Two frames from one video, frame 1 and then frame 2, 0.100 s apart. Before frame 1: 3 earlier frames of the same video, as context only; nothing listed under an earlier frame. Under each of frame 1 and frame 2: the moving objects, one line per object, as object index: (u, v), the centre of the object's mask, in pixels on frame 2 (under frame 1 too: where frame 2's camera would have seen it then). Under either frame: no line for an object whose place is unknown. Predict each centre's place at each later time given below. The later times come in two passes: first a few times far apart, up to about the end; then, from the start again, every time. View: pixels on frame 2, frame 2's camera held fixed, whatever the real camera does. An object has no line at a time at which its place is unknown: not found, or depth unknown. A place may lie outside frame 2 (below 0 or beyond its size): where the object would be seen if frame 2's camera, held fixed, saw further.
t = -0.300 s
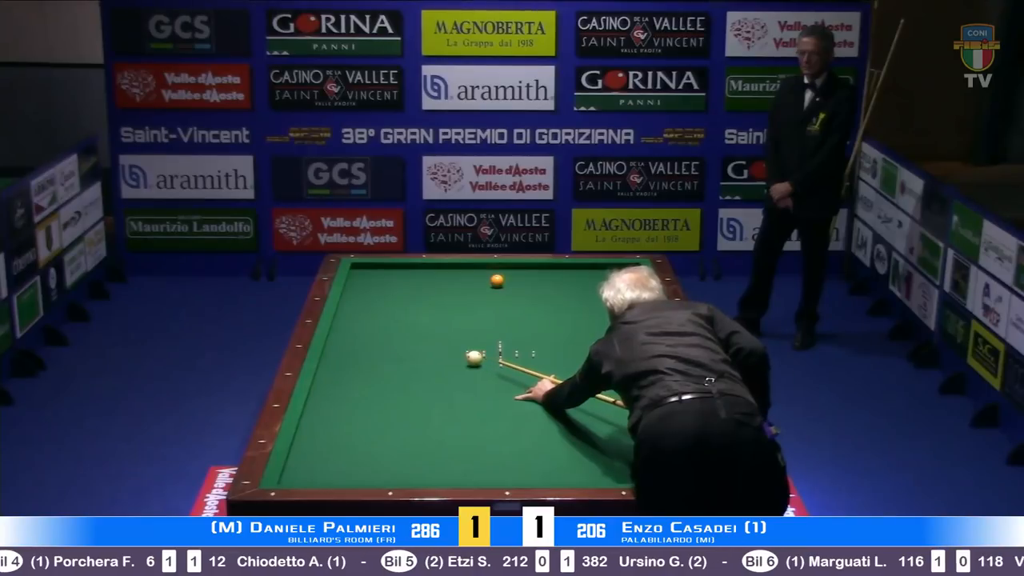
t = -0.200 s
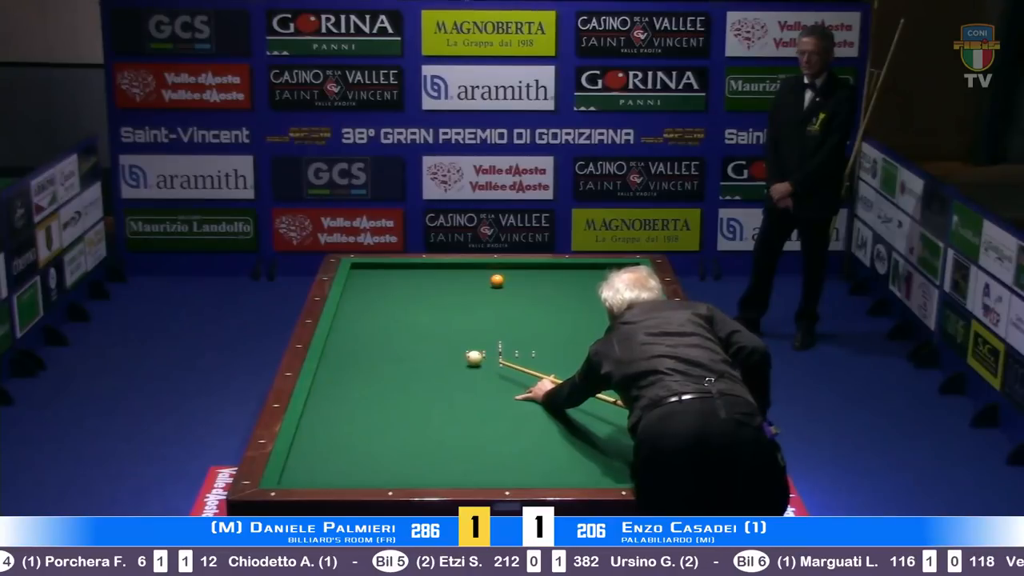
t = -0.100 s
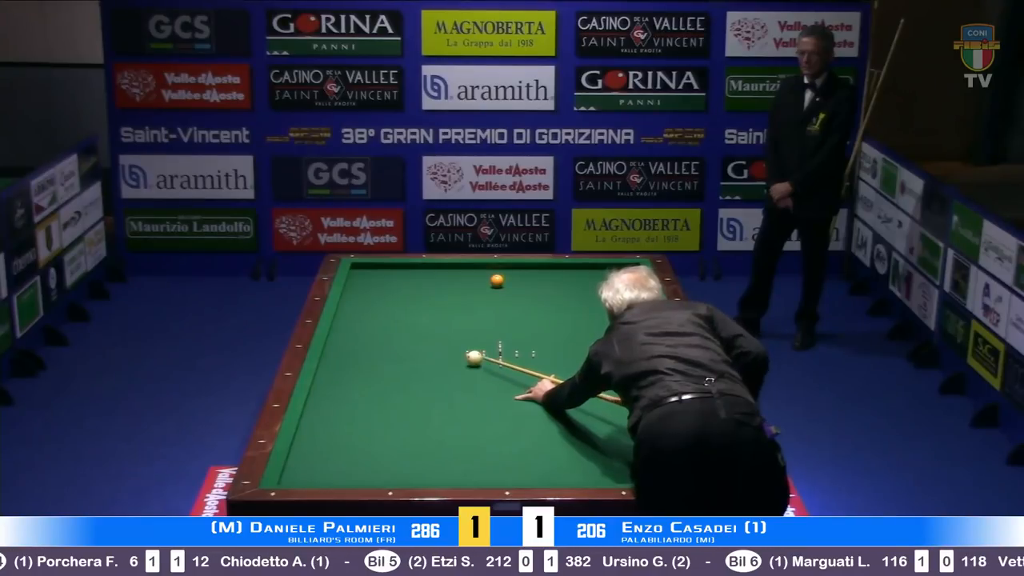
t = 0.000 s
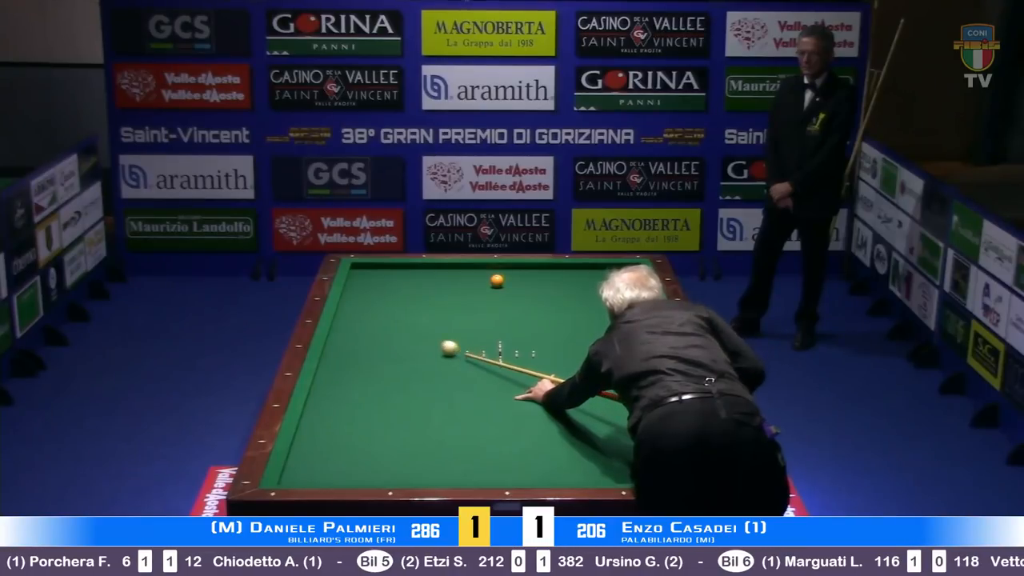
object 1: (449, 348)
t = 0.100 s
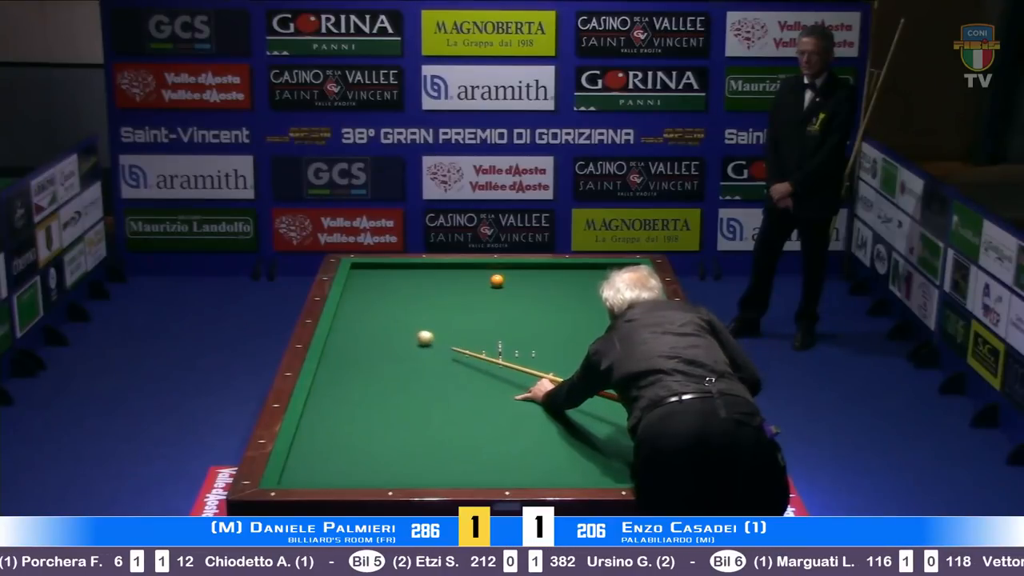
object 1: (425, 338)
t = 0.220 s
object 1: (398, 327)
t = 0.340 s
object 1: (371, 316)
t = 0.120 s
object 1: (420, 336)
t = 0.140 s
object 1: (415, 334)
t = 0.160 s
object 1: (411, 333)
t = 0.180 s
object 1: (406, 330)
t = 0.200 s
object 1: (402, 329)
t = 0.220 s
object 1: (398, 327)
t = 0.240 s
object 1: (393, 325)
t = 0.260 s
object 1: (389, 323)
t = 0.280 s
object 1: (384, 321)
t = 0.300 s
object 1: (380, 320)
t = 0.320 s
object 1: (376, 318)
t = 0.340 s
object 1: (371, 316)
